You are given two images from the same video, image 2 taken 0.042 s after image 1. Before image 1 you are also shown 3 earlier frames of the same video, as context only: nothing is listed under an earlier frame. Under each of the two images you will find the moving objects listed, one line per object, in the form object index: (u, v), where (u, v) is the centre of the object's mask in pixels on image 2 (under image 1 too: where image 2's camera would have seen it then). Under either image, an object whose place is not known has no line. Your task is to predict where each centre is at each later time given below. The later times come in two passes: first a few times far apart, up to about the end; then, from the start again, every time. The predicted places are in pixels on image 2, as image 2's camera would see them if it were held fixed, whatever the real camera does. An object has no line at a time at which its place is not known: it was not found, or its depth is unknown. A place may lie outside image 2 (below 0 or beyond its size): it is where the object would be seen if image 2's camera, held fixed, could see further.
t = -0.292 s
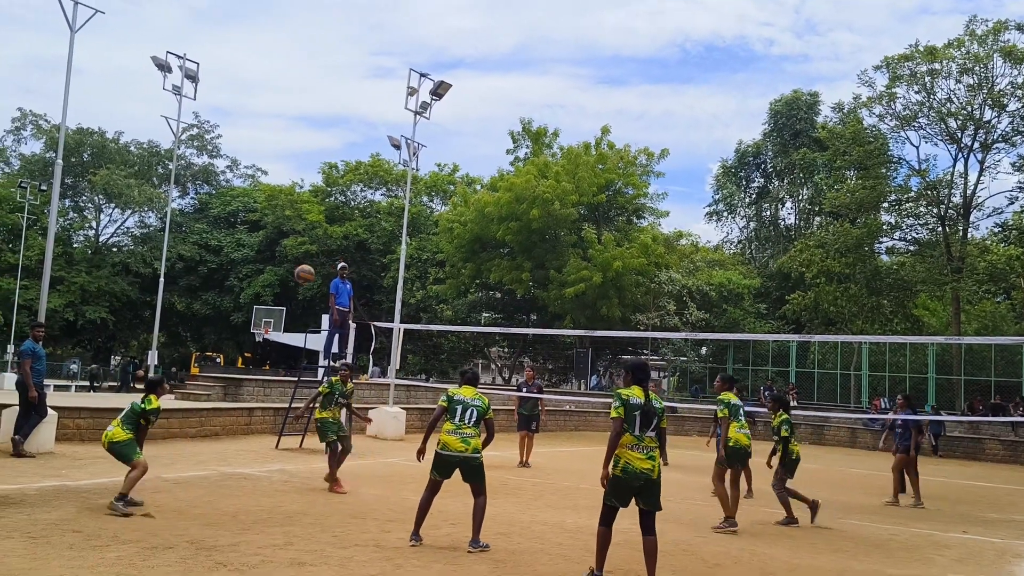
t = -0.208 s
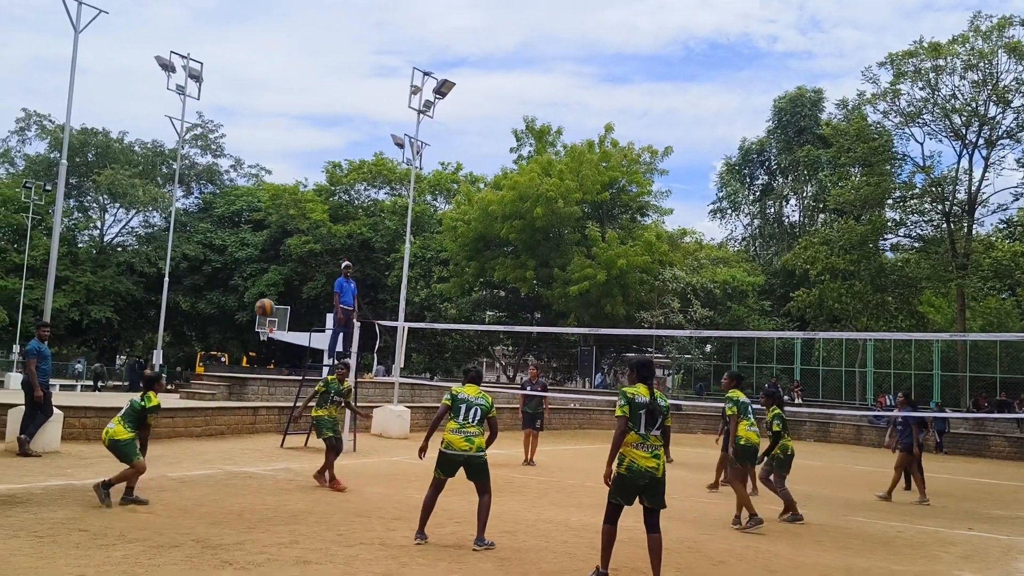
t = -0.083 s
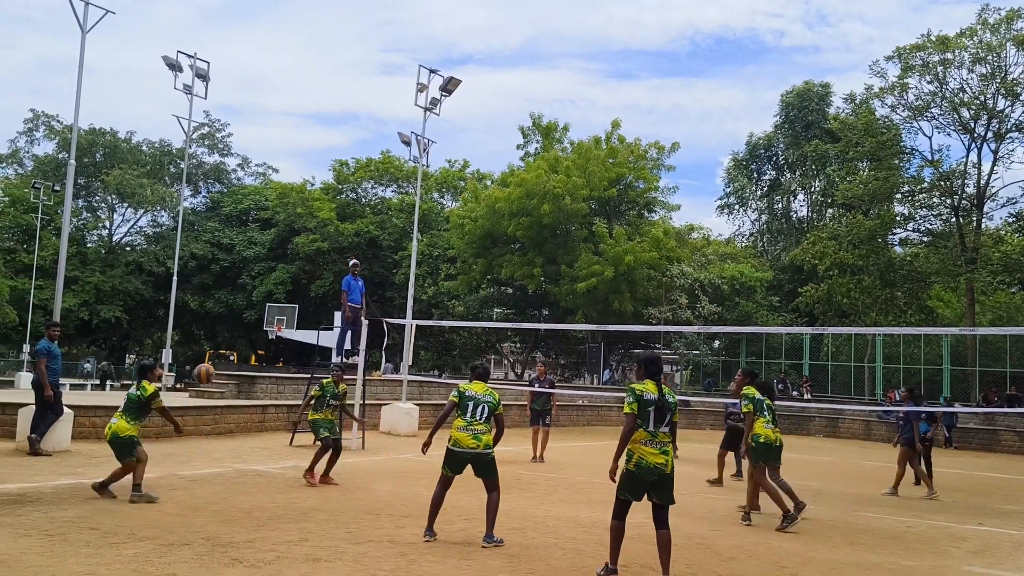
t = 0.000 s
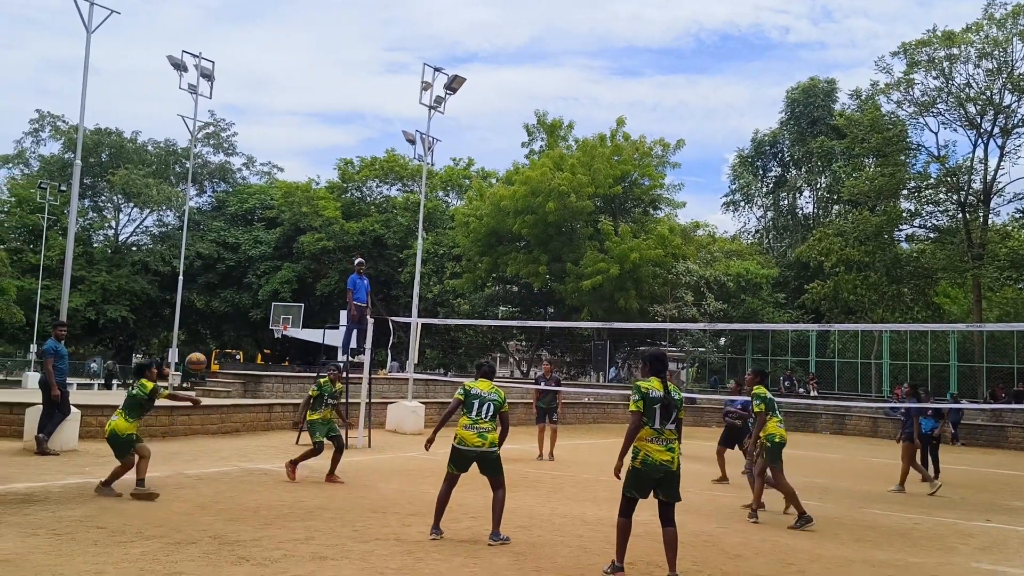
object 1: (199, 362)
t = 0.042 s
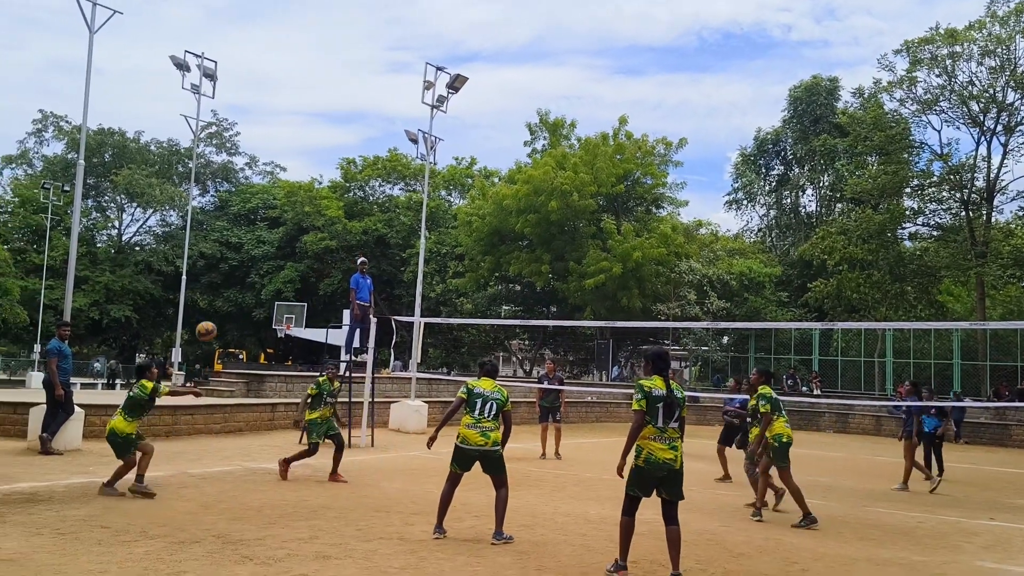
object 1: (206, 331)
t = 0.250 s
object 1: (239, 207)
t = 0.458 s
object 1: (265, 129)
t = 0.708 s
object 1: (292, 90)
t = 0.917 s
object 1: (310, 96)
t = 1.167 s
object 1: (327, 150)
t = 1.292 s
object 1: (335, 193)
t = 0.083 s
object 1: (213, 303)
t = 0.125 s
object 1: (219, 276)
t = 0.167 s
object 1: (227, 251)
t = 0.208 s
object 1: (233, 229)
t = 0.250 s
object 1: (239, 207)
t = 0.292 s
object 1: (245, 188)
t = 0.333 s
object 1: (250, 171)
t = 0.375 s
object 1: (255, 155)
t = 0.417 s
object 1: (261, 141)
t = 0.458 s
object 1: (265, 129)
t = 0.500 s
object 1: (270, 119)
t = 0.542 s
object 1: (275, 110)
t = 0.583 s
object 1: (280, 103)
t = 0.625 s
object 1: (284, 97)
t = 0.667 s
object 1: (288, 93)
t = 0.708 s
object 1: (292, 90)
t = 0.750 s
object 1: (296, 88)
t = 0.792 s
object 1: (300, 88)
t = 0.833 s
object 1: (303, 89)
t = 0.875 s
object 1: (307, 92)
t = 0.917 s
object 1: (310, 96)
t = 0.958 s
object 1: (313, 102)
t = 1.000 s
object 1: (316, 109)
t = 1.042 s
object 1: (319, 117)
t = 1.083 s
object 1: (321, 126)
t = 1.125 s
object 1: (324, 137)
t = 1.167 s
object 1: (327, 150)
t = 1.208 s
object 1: (329, 163)
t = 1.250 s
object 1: (331, 178)
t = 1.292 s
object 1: (335, 193)
